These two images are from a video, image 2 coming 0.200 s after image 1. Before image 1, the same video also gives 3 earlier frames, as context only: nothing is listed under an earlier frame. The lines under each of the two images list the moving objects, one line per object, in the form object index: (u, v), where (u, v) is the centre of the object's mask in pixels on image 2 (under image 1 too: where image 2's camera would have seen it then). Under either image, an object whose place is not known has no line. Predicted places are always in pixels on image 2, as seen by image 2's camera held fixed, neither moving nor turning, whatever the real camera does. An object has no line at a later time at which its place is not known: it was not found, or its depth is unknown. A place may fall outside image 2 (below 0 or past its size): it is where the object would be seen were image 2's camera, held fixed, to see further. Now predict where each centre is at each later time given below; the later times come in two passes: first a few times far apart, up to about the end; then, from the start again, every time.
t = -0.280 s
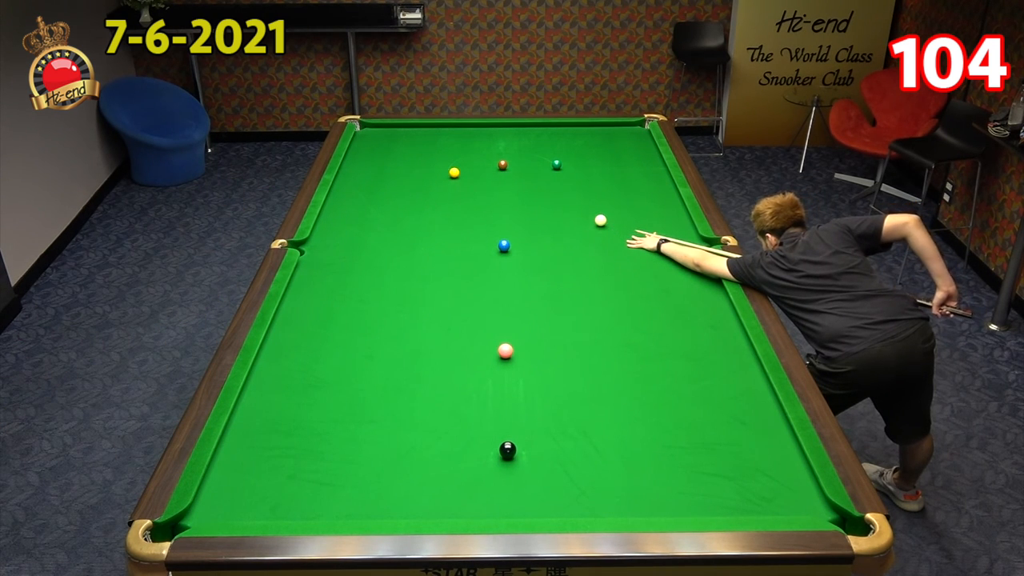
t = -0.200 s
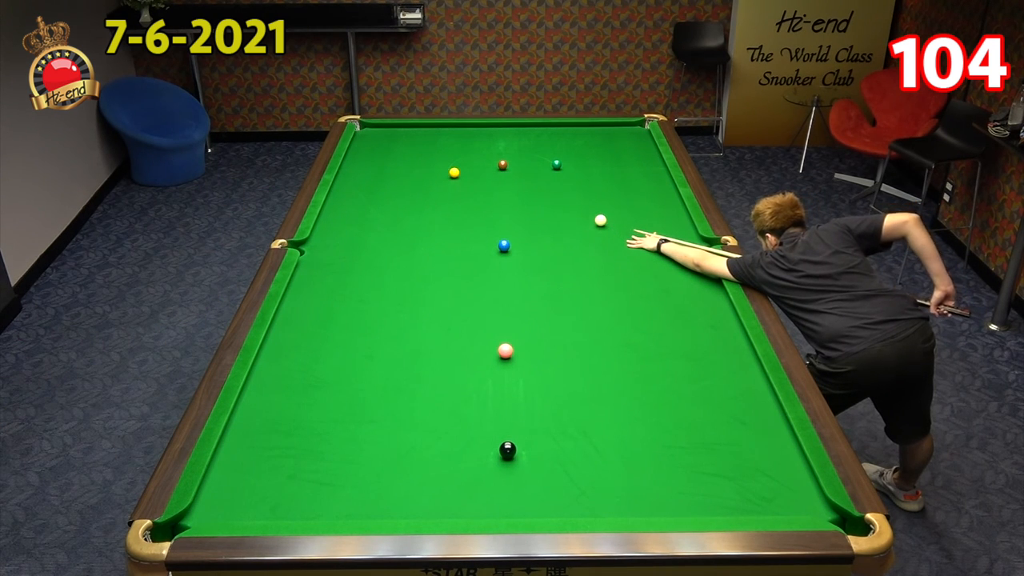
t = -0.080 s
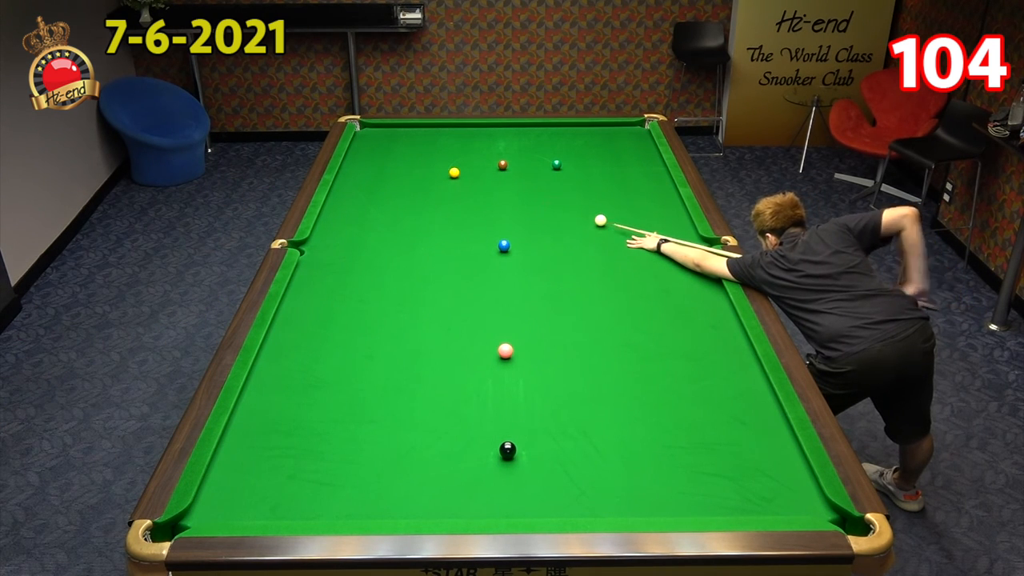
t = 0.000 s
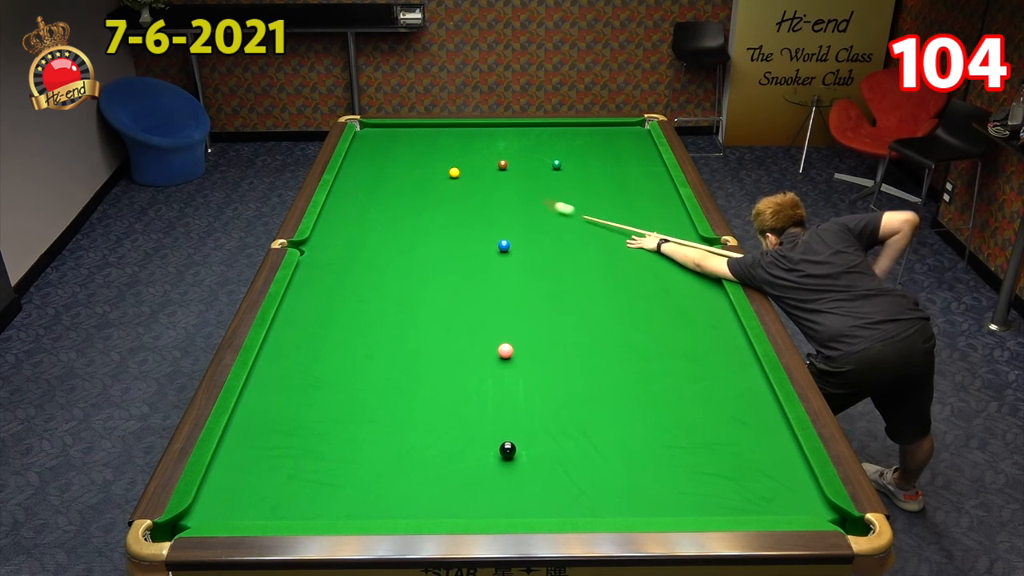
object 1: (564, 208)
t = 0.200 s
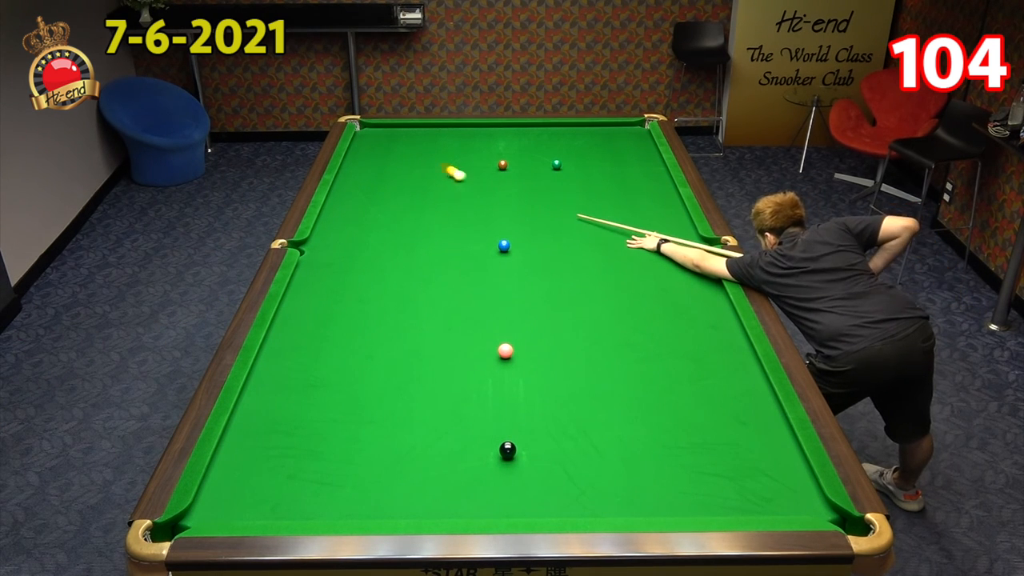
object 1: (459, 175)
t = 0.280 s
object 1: (449, 177)
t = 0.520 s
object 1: (424, 180)
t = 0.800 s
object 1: (396, 184)
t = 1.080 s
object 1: (368, 187)
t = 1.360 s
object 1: (342, 191)
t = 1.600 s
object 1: (340, 193)
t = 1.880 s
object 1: (353, 196)
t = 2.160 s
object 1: (365, 198)
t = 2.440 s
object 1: (375, 201)
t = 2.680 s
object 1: (384, 203)
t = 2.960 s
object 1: (392, 205)
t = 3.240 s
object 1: (400, 207)
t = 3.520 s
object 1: (407, 208)
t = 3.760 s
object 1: (412, 209)
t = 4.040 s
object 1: (417, 210)
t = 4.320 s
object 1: (421, 211)
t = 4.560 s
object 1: (423, 212)
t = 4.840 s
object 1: (425, 212)
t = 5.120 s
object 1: (426, 212)
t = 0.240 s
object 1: (454, 176)
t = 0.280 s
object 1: (449, 177)
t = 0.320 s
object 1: (445, 178)
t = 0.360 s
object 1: (441, 178)
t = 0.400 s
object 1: (437, 179)
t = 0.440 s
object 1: (432, 179)
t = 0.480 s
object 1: (428, 180)
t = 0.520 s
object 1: (424, 180)
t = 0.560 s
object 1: (420, 181)
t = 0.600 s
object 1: (416, 181)
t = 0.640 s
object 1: (412, 182)
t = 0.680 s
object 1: (408, 182)
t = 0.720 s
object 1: (404, 183)
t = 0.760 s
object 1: (400, 183)
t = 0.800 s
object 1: (396, 184)
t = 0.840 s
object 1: (392, 184)
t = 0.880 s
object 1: (388, 185)
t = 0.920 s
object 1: (384, 185)
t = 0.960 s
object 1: (380, 186)
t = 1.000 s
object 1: (376, 186)
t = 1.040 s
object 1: (372, 187)
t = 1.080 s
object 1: (368, 187)
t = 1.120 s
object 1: (364, 188)
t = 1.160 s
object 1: (360, 188)
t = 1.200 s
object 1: (357, 189)
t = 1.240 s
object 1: (353, 189)
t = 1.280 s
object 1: (349, 189)
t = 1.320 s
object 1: (345, 190)
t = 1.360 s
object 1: (342, 191)
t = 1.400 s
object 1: (338, 191)
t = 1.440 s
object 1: (335, 191)
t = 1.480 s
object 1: (334, 192)
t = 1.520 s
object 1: (337, 192)
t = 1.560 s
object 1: (338, 193)
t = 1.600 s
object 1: (340, 193)
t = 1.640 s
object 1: (342, 193)
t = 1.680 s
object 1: (344, 194)
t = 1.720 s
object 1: (346, 194)
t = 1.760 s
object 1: (348, 195)
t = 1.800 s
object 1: (349, 195)
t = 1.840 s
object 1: (351, 196)
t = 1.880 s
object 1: (353, 196)
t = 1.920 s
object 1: (355, 196)
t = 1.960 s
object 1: (356, 197)
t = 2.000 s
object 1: (358, 197)
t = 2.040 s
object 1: (360, 197)
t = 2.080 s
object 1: (361, 198)
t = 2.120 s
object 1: (363, 198)
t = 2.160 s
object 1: (365, 198)
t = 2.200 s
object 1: (366, 199)
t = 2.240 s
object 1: (368, 199)
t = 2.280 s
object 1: (369, 200)
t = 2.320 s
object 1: (371, 200)
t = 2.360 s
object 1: (372, 200)
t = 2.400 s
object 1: (374, 201)
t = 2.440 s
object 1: (375, 201)
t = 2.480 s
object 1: (377, 201)
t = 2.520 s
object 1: (378, 202)
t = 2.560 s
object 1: (380, 202)
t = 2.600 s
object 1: (381, 202)
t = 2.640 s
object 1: (382, 203)
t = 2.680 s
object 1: (384, 203)
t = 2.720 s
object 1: (385, 203)
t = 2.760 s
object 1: (386, 204)
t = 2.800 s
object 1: (388, 204)
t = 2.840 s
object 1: (389, 204)
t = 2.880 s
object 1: (390, 204)
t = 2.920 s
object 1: (391, 205)
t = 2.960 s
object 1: (392, 205)
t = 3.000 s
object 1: (394, 205)
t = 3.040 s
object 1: (395, 205)
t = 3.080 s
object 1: (396, 206)
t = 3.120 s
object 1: (397, 206)
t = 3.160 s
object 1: (398, 206)
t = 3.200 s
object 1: (399, 206)
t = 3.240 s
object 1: (400, 207)
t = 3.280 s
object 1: (401, 207)
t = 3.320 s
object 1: (402, 207)
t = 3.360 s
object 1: (404, 207)
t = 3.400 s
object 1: (404, 207)
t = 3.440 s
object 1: (405, 208)
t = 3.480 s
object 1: (406, 208)
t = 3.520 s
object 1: (407, 208)
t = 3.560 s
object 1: (408, 208)
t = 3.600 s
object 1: (409, 209)
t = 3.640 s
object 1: (410, 209)
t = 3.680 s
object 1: (411, 209)
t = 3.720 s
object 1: (412, 209)
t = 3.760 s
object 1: (412, 209)
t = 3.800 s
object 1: (413, 209)
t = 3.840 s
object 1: (414, 210)
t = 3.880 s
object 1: (415, 210)
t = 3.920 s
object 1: (415, 210)
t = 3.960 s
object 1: (416, 210)
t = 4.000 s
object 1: (417, 210)
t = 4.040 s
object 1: (417, 210)
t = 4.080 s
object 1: (418, 210)
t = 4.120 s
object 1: (419, 211)
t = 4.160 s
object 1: (419, 211)
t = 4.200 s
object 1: (420, 211)
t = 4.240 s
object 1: (420, 211)
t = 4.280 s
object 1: (420, 211)
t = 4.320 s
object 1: (421, 211)
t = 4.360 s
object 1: (421, 211)
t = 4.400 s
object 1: (422, 211)
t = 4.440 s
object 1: (422, 211)
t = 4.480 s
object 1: (423, 212)
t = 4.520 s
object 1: (423, 212)
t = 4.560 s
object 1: (423, 212)
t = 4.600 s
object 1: (424, 212)
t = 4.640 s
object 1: (424, 212)
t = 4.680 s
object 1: (424, 212)
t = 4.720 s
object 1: (425, 212)
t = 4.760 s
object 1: (425, 212)
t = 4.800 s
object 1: (425, 212)
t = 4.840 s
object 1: (425, 212)
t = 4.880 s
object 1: (425, 212)
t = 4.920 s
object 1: (426, 212)
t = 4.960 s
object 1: (426, 212)
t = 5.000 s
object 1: (426, 212)
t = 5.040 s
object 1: (426, 212)
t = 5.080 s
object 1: (426, 212)
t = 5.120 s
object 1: (426, 212)
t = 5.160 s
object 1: (426, 212)
